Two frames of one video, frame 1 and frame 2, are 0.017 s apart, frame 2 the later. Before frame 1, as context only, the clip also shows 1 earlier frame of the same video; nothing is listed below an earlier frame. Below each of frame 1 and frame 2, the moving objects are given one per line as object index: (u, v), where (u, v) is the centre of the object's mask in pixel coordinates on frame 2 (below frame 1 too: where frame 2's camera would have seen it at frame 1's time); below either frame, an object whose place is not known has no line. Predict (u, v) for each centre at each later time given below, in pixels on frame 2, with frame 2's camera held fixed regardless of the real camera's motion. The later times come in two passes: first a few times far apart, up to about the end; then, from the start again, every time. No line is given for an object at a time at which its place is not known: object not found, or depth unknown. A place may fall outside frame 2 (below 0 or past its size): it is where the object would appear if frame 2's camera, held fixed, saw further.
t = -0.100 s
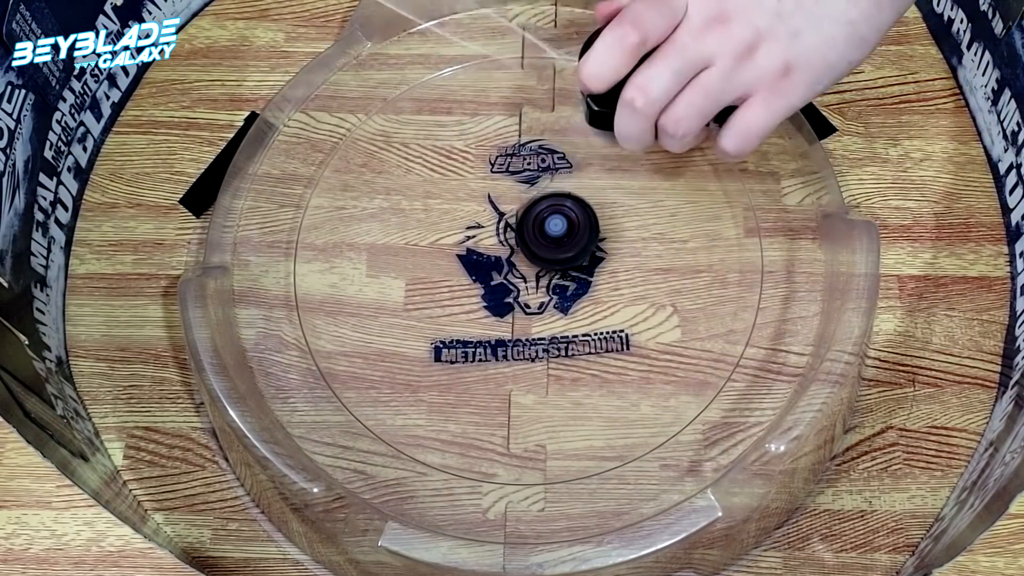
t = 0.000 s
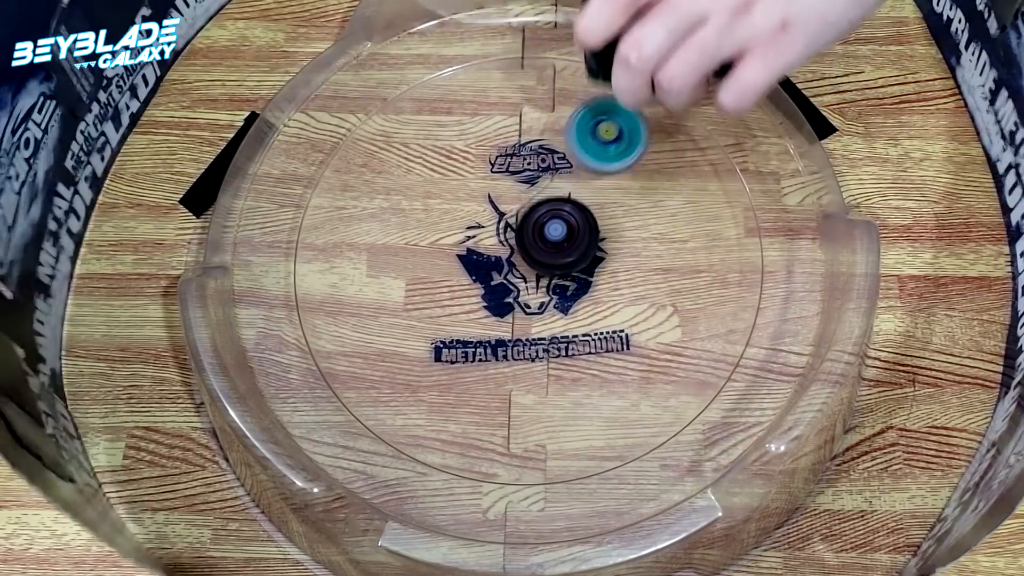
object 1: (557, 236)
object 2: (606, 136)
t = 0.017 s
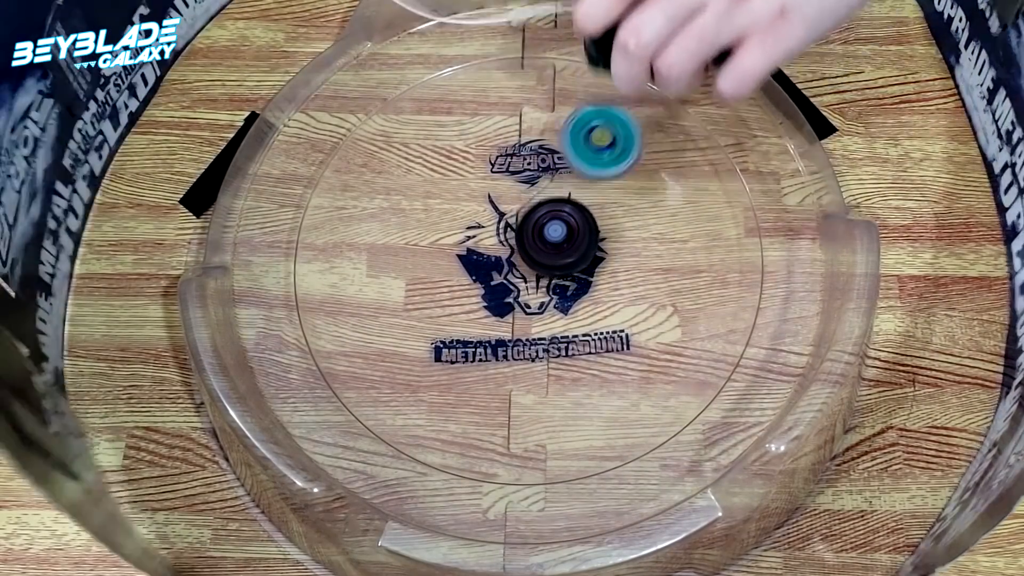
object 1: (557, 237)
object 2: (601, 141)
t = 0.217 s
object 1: (457, 331)
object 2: (608, 144)
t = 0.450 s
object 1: (468, 382)
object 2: (546, 198)
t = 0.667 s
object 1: (599, 334)
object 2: (512, 239)
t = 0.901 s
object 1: (713, 340)
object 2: (478, 167)
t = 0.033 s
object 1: (557, 238)
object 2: (595, 150)
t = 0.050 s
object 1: (557, 239)
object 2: (589, 161)
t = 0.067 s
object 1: (553, 242)
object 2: (587, 166)
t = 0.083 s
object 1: (541, 247)
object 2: (592, 159)
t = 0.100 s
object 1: (530, 253)
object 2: (597, 154)
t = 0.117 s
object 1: (517, 264)
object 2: (602, 151)
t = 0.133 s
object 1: (507, 275)
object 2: (607, 152)
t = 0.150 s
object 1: (496, 289)
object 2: (611, 153)
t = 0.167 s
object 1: (486, 306)
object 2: (611, 149)
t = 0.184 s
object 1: (476, 315)
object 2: (610, 145)
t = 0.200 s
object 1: (466, 322)
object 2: (609, 143)
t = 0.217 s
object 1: (457, 331)
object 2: (608, 144)
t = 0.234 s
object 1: (449, 341)
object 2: (607, 147)
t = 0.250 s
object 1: (443, 347)
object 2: (605, 153)
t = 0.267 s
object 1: (436, 353)
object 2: (602, 154)
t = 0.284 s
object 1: (432, 359)
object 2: (599, 156)
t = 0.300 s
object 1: (429, 363)
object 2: (595, 159)
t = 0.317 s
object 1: (427, 369)
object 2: (591, 164)
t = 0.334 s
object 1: (427, 373)
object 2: (586, 166)
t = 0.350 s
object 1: (428, 376)
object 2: (581, 172)
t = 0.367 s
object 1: (431, 379)
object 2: (575, 176)
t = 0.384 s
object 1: (435, 382)
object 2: (570, 180)
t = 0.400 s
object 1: (442, 383)
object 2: (564, 186)
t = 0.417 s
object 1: (449, 384)
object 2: (558, 189)
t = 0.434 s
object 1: (458, 384)
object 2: (552, 195)
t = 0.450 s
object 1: (468, 382)
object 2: (546, 198)
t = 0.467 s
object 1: (480, 382)
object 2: (541, 203)
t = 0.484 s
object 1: (491, 381)
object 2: (535, 208)
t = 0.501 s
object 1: (504, 378)
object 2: (530, 211)
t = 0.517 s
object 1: (517, 376)
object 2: (526, 216)
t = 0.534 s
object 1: (529, 372)
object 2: (522, 218)
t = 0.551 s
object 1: (541, 369)
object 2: (518, 223)
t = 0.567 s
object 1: (551, 364)
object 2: (515, 225)
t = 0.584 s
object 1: (562, 360)
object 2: (513, 228)
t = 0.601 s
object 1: (571, 355)
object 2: (511, 231)
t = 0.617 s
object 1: (579, 350)
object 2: (510, 232)
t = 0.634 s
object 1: (587, 344)
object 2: (509, 234)
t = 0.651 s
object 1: (593, 339)
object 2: (510, 237)
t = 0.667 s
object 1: (599, 334)
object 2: (512, 239)
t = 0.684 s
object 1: (604, 328)
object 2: (514, 242)
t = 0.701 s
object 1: (608, 322)
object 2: (517, 244)
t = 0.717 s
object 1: (611, 317)
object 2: (521, 247)
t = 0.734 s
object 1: (614, 312)
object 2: (527, 249)
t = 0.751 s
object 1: (615, 308)
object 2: (533, 251)
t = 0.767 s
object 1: (616, 303)
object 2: (539, 253)
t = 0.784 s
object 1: (619, 301)
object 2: (545, 252)
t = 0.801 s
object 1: (634, 306)
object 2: (536, 241)
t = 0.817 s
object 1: (652, 315)
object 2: (523, 225)
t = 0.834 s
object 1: (668, 322)
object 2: (512, 212)
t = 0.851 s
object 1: (682, 328)
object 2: (502, 199)
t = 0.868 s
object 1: (694, 333)
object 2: (493, 188)
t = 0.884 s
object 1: (705, 337)
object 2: (485, 177)
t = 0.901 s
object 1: (713, 340)
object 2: (478, 167)
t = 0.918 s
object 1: (719, 342)
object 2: (472, 159)
